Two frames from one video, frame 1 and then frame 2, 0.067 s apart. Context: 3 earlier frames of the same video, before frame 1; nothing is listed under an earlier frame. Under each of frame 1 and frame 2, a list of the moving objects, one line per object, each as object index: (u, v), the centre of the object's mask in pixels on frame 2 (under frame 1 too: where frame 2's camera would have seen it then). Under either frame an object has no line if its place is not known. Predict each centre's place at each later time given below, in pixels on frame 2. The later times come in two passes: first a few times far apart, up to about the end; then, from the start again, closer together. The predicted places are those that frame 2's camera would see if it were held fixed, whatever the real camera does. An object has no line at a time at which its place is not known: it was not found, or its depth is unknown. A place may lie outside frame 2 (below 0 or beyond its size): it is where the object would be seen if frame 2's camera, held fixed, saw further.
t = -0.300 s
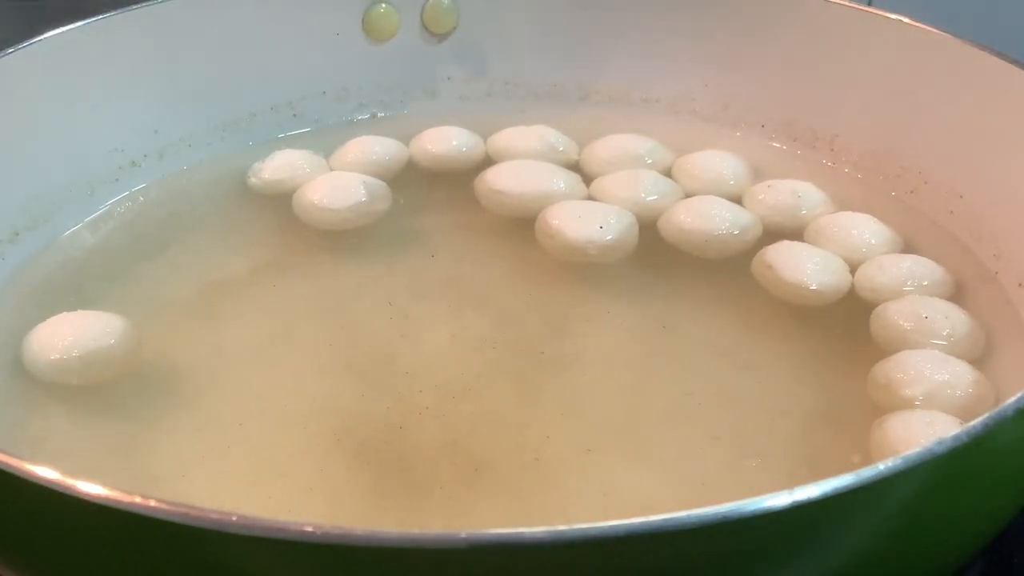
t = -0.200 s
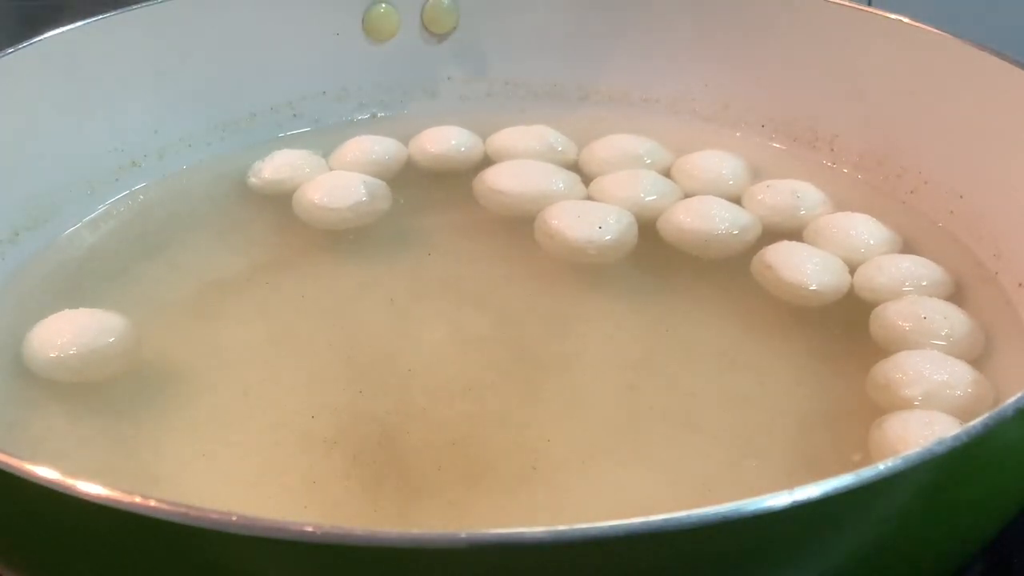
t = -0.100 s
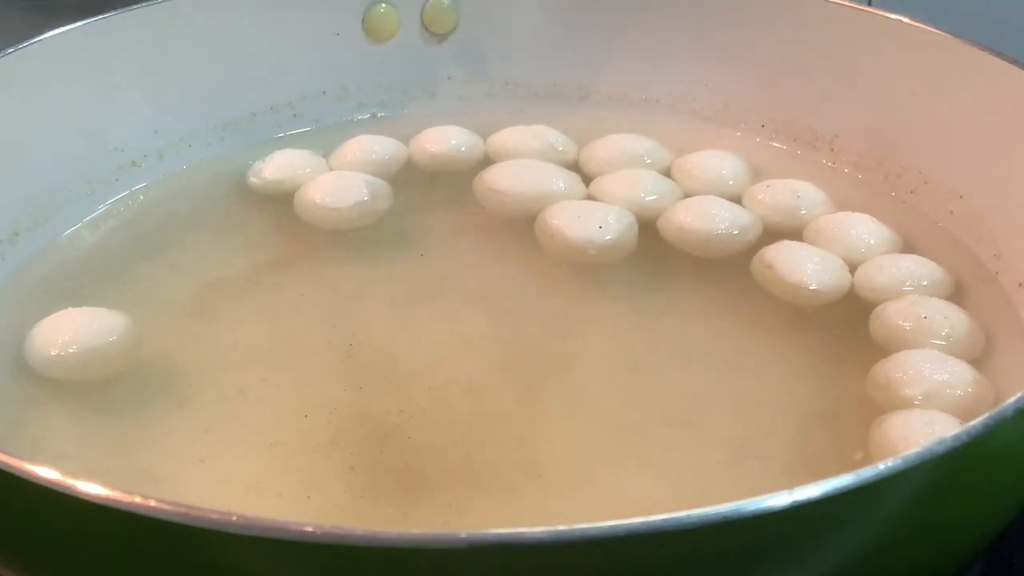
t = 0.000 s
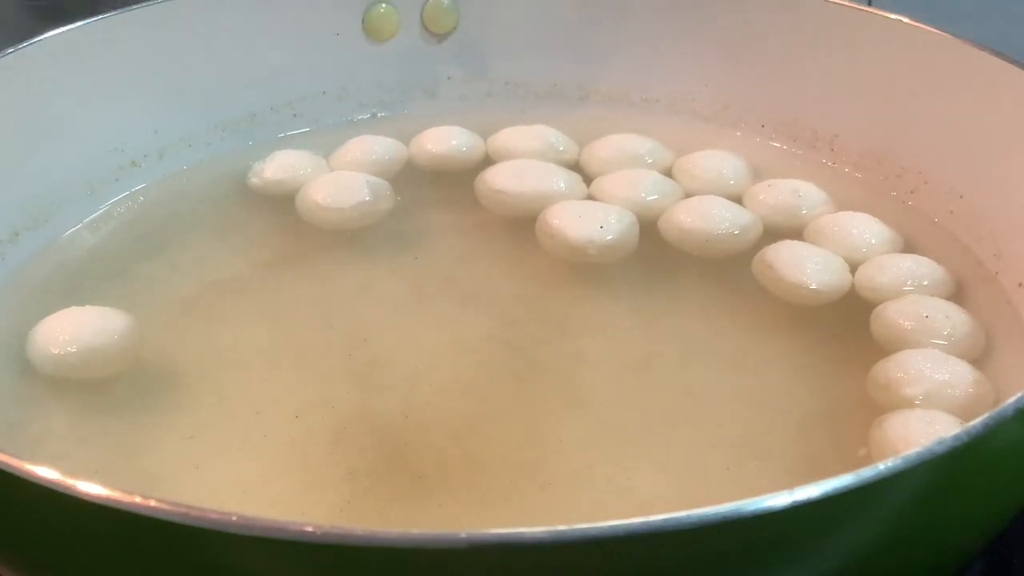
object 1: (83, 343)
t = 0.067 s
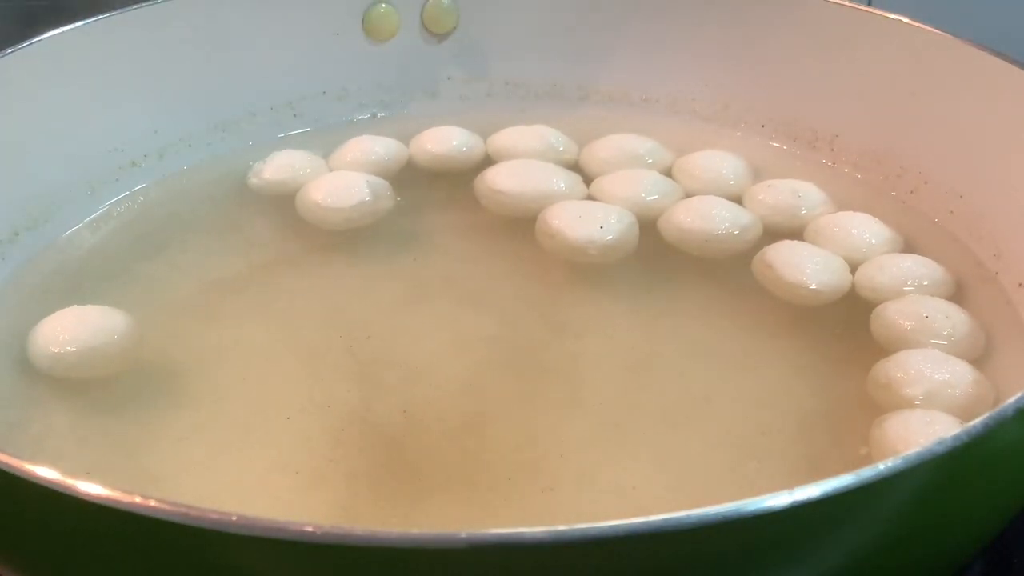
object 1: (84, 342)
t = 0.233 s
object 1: (85, 340)
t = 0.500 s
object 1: (90, 335)
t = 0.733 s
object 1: (94, 332)
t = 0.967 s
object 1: (96, 329)
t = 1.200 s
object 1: (98, 326)
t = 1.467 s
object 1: (100, 323)
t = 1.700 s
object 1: (102, 322)
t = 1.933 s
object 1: (103, 319)
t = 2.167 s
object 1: (103, 318)
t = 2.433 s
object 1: (102, 315)
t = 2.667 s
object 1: (103, 312)
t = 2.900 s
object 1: (103, 310)
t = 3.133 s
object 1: (103, 308)
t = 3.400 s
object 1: (103, 306)
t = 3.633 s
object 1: (101, 305)
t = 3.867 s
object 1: (97, 304)
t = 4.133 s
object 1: (96, 303)
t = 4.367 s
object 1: (97, 302)
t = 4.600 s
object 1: (100, 302)
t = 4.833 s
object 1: (102, 302)
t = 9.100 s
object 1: (170, 315)
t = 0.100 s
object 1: (84, 342)
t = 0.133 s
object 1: (85, 342)
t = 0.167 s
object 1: (86, 341)
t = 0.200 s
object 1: (86, 340)
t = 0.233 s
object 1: (85, 340)
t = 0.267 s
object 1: (86, 339)
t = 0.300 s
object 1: (86, 338)
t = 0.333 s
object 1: (88, 338)
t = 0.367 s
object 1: (88, 338)
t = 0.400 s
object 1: (88, 338)
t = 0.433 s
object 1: (89, 337)
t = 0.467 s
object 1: (90, 336)
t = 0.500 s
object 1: (90, 335)
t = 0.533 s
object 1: (90, 335)
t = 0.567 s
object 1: (90, 334)
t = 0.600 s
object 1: (92, 334)
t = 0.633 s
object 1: (93, 334)
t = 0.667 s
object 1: (94, 333)
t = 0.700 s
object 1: (94, 333)
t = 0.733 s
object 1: (94, 332)
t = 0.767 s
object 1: (94, 332)
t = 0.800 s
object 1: (94, 331)
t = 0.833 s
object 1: (95, 331)
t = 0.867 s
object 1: (95, 331)
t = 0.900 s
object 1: (96, 330)
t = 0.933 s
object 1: (96, 330)
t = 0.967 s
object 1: (96, 329)
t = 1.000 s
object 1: (97, 329)
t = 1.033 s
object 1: (97, 328)
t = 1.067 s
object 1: (97, 328)
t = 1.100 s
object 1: (97, 327)
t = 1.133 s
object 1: (97, 327)
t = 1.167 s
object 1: (98, 327)
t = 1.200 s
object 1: (98, 326)
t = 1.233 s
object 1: (98, 326)
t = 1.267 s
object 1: (98, 326)
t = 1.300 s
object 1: (99, 325)
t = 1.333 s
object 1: (100, 325)
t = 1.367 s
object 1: (100, 324)
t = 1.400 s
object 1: (100, 324)
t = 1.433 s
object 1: (100, 324)
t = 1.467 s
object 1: (100, 323)
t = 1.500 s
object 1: (101, 323)
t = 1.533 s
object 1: (101, 323)
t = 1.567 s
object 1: (101, 322)
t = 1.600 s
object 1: (101, 322)
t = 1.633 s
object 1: (101, 322)
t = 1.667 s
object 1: (101, 322)
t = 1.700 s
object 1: (102, 322)
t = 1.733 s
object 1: (102, 321)
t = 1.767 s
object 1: (102, 321)
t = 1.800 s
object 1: (102, 321)
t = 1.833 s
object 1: (102, 320)
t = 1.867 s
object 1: (102, 320)
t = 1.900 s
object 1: (103, 320)
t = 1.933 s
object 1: (103, 319)
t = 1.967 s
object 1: (103, 319)
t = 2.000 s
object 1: (103, 319)
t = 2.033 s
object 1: (103, 319)
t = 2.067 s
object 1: (103, 318)
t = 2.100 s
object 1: (103, 318)
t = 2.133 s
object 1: (103, 318)
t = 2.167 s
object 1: (103, 318)
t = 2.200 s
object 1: (103, 317)
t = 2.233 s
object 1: (102, 317)
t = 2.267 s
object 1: (102, 317)
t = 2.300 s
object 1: (102, 316)
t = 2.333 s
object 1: (102, 316)
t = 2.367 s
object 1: (103, 316)
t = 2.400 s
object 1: (102, 315)
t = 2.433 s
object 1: (102, 315)
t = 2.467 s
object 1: (102, 315)
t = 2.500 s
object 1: (102, 314)
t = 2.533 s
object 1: (102, 314)
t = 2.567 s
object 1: (102, 313)
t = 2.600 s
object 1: (102, 313)
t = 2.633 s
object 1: (102, 313)
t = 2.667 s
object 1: (103, 312)
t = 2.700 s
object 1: (103, 312)
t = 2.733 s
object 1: (103, 312)
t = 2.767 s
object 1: (103, 311)
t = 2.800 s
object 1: (103, 311)
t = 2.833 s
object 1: (103, 311)
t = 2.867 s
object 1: (103, 310)
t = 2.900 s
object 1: (103, 310)
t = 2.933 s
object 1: (102, 310)
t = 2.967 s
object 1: (102, 310)
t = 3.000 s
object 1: (103, 309)
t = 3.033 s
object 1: (103, 309)
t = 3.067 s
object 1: (103, 309)
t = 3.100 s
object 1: (104, 309)
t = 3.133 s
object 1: (103, 308)
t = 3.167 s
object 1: (104, 308)
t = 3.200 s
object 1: (103, 308)
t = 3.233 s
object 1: (103, 307)
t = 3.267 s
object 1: (104, 307)
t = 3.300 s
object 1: (103, 307)
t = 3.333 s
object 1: (103, 307)
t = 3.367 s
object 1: (103, 306)
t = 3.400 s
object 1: (103, 306)
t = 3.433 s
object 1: (102, 306)
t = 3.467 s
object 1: (102, 306)
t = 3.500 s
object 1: (101, 306)
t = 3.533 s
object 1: (101, 305)
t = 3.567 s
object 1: (101, 305)
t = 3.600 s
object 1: (100, 305)
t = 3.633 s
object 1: (101, 305)
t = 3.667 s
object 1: (100, 305)
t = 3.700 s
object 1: (100, 305)
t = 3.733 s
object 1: (99, 304)
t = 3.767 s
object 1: (98, 304)
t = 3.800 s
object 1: (97, 304)
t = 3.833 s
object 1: (98, 304)
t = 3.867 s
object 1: (97, 304)
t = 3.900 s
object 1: (97, 304)
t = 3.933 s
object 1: (97, 304)
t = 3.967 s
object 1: (96, 303)
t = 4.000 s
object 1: (96, 303)
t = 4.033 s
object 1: (96, 303)
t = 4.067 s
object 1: (96, 303)
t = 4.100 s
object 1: (96, 303)
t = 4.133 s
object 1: (96, 303)
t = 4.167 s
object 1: (96, 303)
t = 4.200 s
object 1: (96, 303)
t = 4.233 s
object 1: (96, 302)
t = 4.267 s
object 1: (96, 302)
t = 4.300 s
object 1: (97, 302)
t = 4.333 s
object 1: (97, 302)
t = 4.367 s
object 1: (97, 302)
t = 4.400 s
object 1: (97, 302)
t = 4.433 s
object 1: (98, 302)
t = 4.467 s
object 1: (98, 302)
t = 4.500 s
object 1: (98, 302)
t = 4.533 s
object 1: (99, 302)
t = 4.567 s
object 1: (98, 302)
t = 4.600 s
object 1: (100, 302)
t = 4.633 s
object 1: (99, 302)
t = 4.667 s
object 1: (99, 302)
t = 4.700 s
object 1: (100, 302)
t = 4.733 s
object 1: (101, 302)
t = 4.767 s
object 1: (101, 302)
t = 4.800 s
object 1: (101, 302)
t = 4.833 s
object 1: (102, 302)
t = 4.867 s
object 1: (103, 302)
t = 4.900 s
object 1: (103, 302)
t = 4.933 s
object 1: (103, 302)
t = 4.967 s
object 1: (105, 302)
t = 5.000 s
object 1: (106, 302)
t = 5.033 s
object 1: (106, 302)
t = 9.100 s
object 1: (170, 315)
